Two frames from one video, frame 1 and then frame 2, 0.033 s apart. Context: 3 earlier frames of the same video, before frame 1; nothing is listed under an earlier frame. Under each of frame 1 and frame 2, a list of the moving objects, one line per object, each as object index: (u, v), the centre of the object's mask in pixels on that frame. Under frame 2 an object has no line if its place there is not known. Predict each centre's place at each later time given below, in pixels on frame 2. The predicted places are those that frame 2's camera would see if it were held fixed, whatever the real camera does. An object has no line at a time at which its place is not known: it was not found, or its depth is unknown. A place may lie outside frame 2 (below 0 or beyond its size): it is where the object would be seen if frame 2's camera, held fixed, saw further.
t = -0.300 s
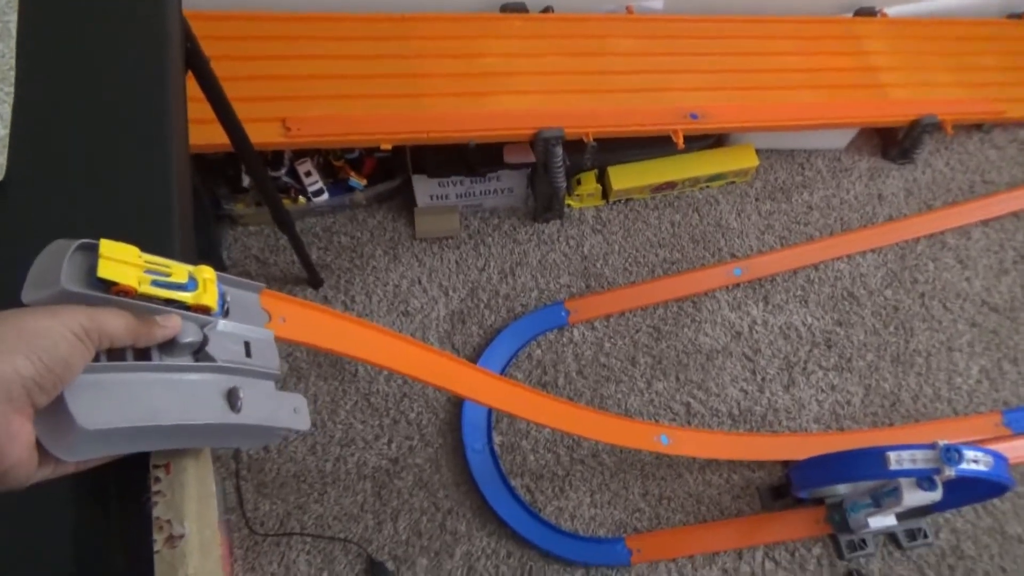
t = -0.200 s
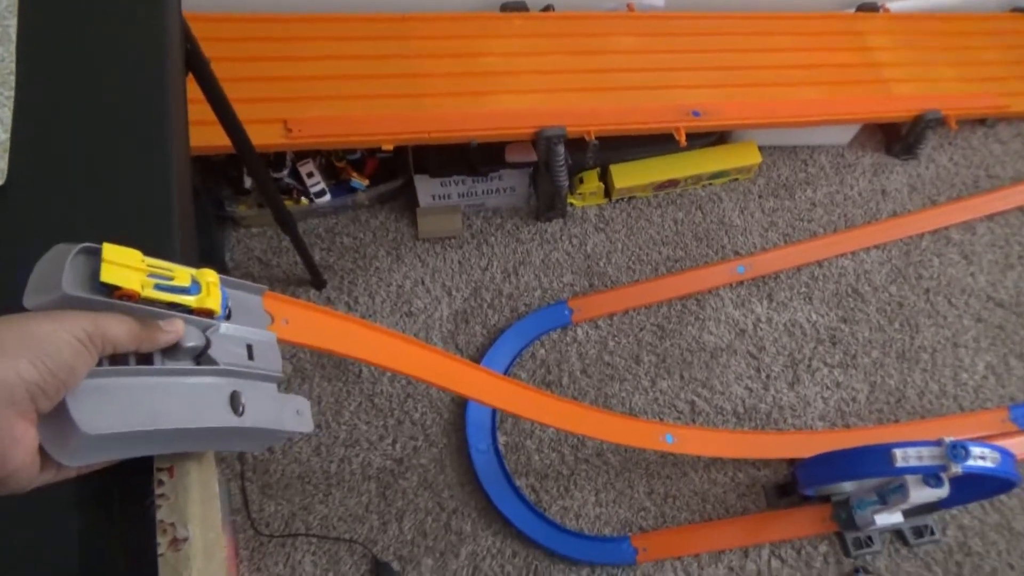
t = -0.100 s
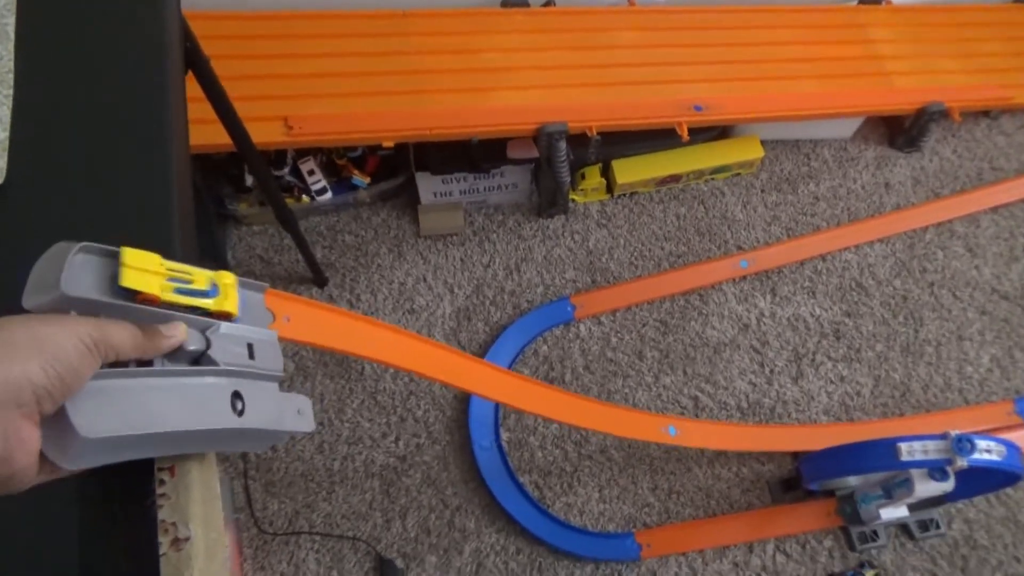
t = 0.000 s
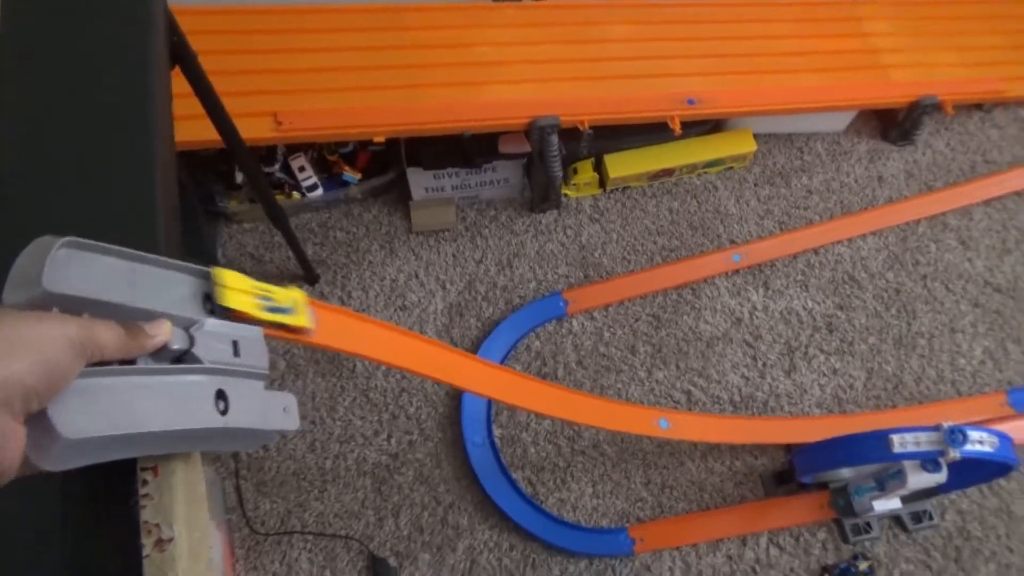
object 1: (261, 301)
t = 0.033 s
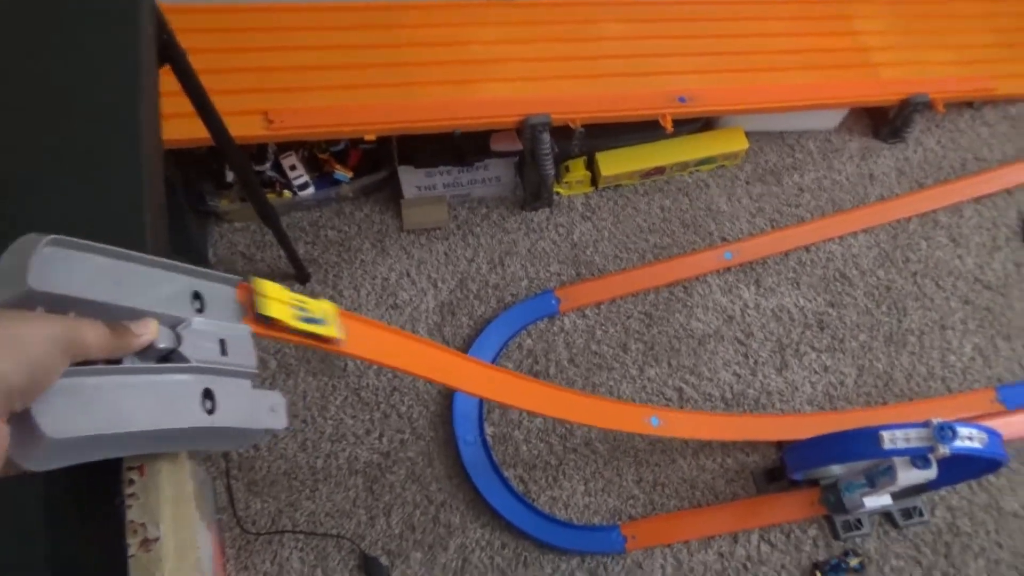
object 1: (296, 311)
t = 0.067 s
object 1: (345, 323)
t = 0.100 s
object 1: (395, 339)
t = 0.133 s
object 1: (442, 355)
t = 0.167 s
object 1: (488, 373)
